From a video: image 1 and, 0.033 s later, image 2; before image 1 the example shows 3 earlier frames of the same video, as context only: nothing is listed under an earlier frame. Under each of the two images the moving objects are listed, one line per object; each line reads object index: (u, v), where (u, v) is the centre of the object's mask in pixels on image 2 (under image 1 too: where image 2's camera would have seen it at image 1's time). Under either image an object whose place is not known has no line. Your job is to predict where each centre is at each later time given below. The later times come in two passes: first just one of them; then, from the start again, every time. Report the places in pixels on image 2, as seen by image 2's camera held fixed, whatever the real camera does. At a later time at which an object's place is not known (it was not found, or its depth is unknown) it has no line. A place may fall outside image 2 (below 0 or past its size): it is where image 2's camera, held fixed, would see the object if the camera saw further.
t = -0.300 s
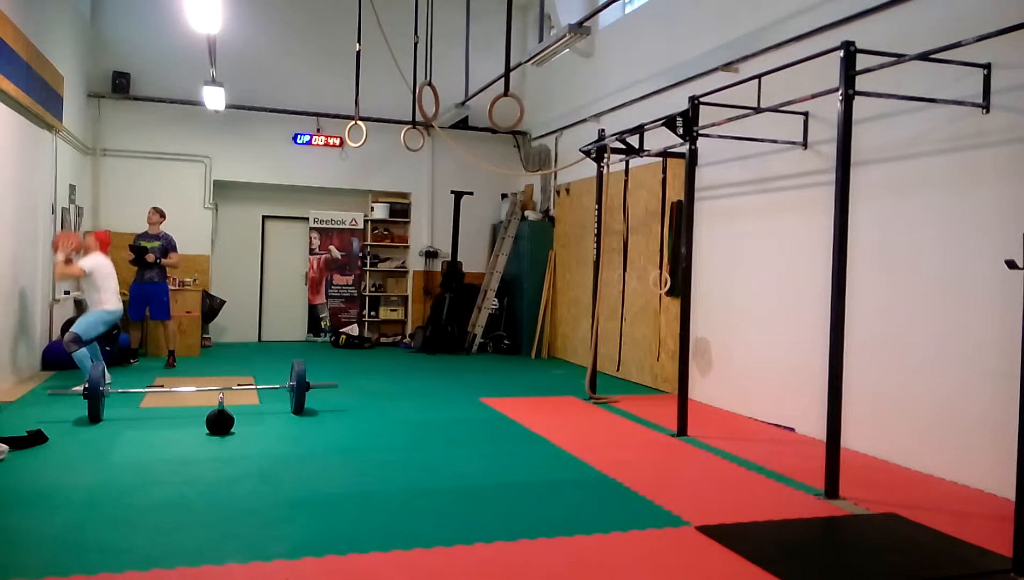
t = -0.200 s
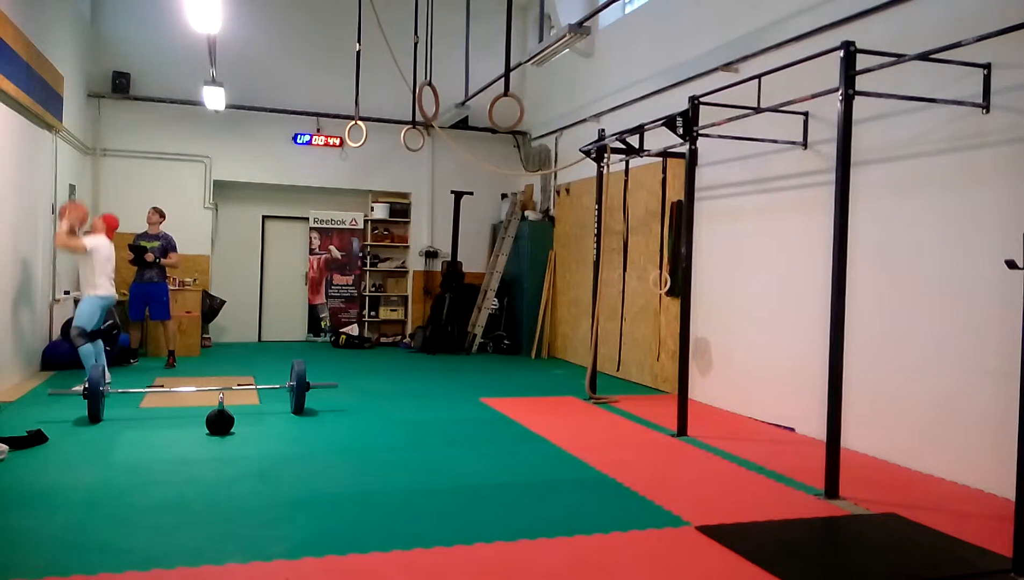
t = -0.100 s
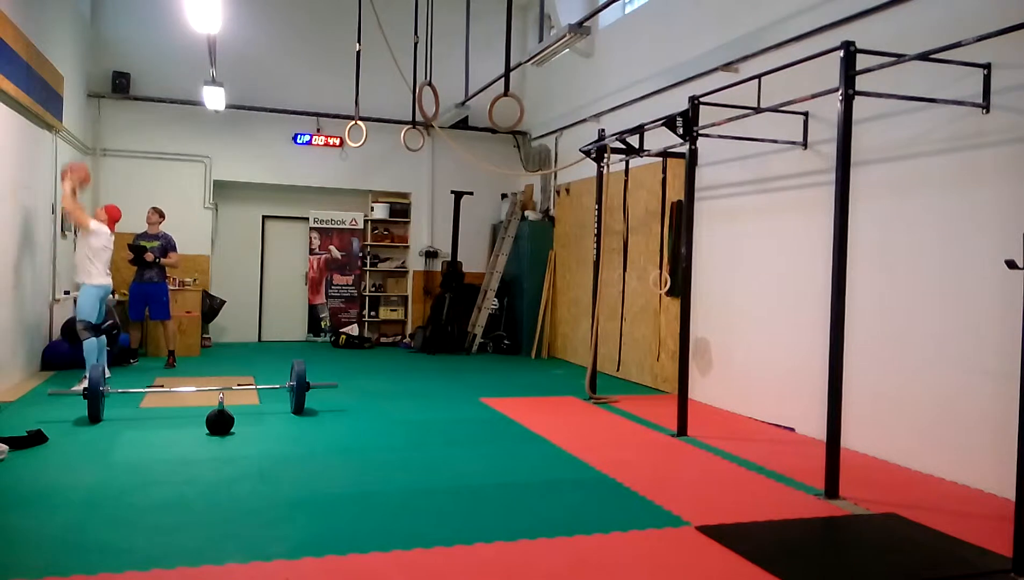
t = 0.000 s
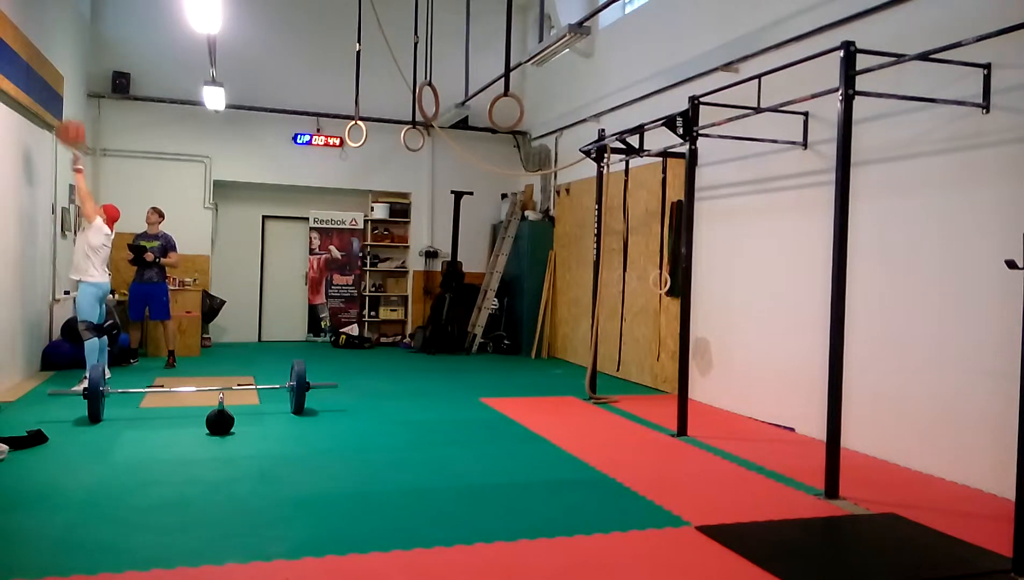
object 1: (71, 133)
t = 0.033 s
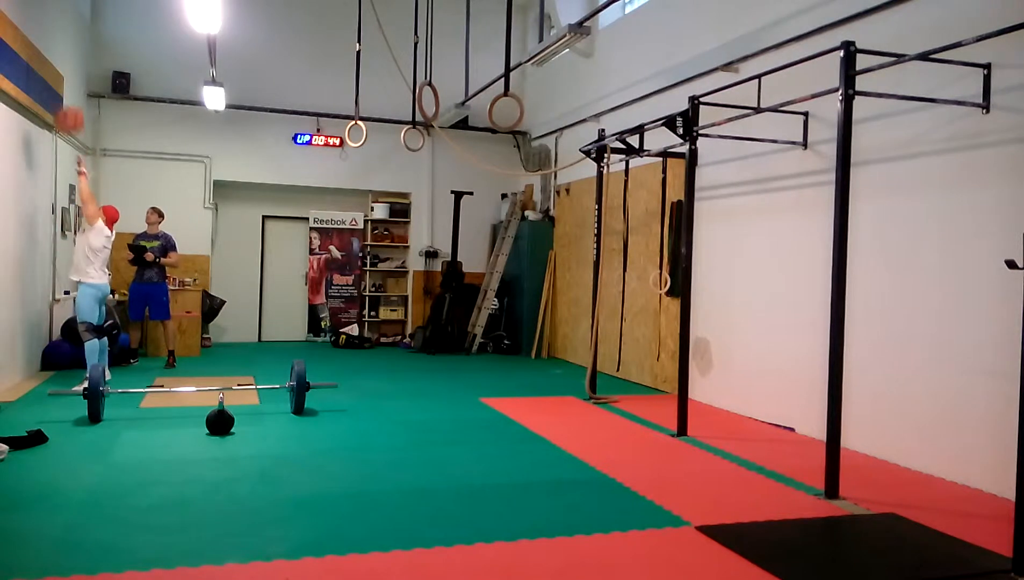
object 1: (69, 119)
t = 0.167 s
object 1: (62, 81)
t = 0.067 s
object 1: (67, 108)
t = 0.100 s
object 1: (66, 98)
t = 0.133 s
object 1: (64, 90)
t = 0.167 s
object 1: (62, 81)
